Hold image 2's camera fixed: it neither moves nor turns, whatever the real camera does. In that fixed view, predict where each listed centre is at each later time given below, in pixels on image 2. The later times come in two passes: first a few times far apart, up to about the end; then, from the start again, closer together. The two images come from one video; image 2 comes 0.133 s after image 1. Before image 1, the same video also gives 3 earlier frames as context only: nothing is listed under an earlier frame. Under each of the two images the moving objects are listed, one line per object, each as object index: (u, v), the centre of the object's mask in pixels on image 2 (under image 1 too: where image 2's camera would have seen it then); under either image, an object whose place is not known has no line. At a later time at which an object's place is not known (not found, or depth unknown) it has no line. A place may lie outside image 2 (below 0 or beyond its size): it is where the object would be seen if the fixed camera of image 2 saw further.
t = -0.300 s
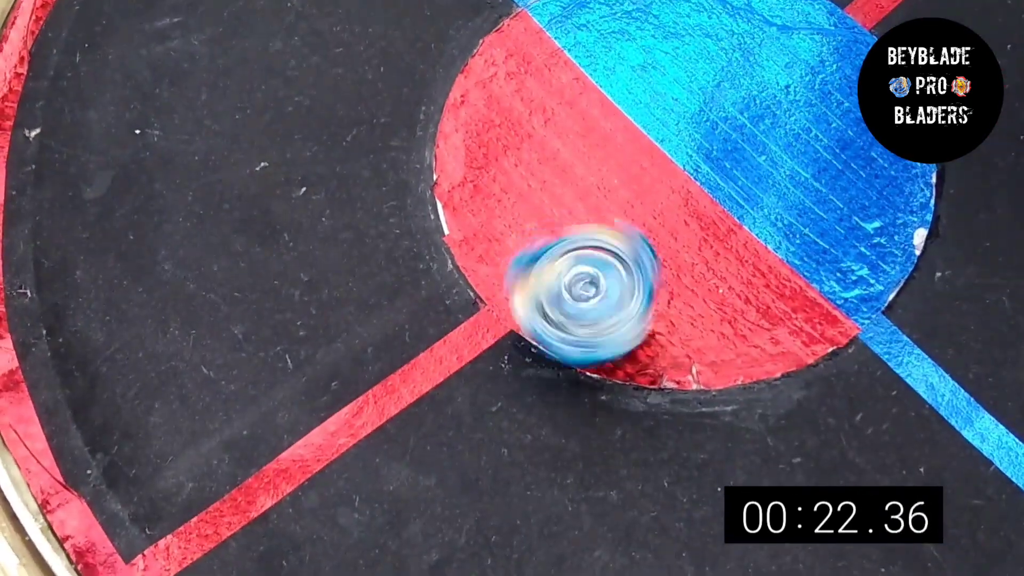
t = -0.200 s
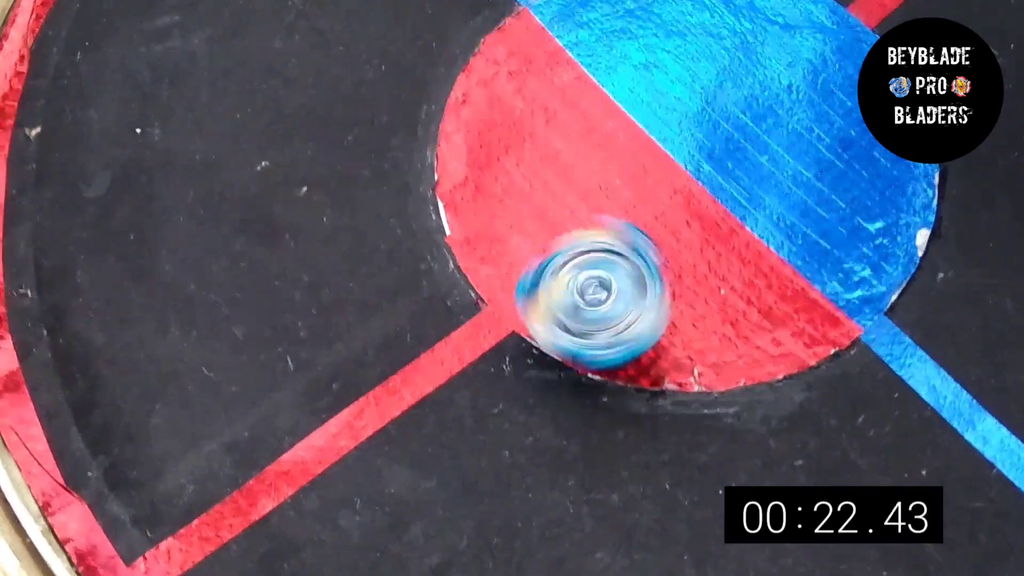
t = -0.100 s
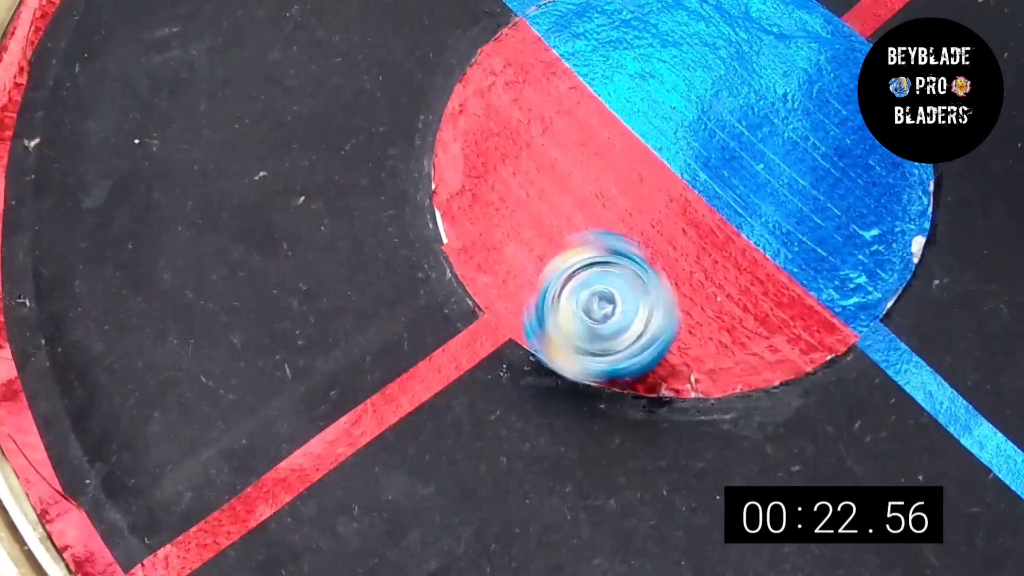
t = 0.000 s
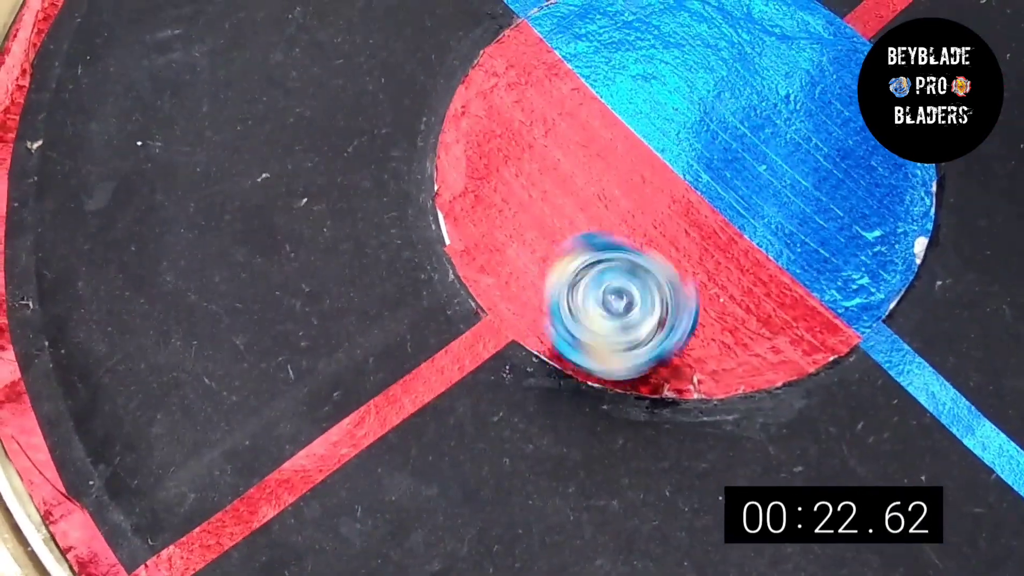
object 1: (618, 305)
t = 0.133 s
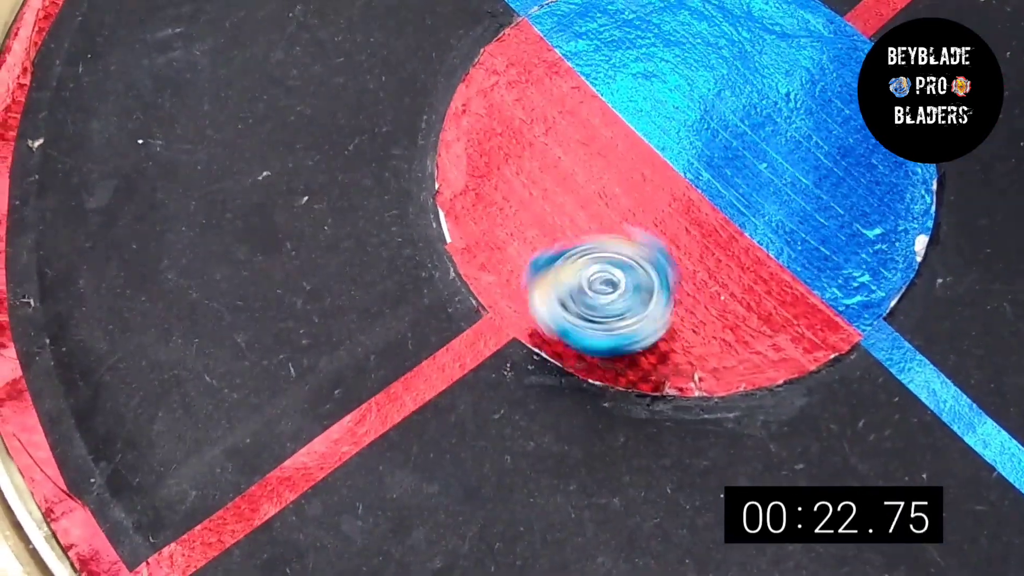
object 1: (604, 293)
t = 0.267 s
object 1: (586, 297)
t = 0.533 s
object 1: (590, 278)
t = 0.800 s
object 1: (603, 280)
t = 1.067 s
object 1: (604, 275)
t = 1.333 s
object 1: (588, 302)
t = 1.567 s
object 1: (592, 297)
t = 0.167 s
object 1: (608, 294)
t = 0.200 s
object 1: (609, 301)
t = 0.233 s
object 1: (598, 304)
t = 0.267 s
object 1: (586, 297)
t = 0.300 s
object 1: (588, 287)
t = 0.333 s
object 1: (594, 285)
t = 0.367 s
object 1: (600, 288)
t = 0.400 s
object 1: (601, 292)
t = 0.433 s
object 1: (595, 298)
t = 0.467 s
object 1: (585, 296)
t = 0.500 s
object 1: (581, 285)
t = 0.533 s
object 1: (590, 278)
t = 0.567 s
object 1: (600, 281)
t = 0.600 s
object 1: (604, 288)
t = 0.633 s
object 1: (600, 294)
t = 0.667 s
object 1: (592, 296)
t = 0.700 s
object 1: (586, 290)
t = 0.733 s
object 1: (588, 281)
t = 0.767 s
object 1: (597, 277)
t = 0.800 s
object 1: (603, 280)
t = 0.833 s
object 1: (606, 285)
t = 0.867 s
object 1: (605, 290)
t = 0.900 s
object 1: (598, 294)
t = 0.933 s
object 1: (588, 294)
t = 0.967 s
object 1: (583, 286)
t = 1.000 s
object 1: (589, 278)
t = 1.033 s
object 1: (596, 274)
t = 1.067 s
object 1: (604, 275)
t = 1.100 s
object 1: (611, 277)
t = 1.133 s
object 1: (617, 287)
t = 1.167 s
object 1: (614, 299)
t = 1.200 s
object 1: (606, 309)
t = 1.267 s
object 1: (595, 311)
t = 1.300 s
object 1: (590, 307)
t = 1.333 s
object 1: (588, 302)
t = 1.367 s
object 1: (591, 298)
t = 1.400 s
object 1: (595, 294)
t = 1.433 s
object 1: (596, 295)
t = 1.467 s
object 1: (601, 294)
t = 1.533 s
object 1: (593, 289)
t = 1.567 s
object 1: (592, 297)
